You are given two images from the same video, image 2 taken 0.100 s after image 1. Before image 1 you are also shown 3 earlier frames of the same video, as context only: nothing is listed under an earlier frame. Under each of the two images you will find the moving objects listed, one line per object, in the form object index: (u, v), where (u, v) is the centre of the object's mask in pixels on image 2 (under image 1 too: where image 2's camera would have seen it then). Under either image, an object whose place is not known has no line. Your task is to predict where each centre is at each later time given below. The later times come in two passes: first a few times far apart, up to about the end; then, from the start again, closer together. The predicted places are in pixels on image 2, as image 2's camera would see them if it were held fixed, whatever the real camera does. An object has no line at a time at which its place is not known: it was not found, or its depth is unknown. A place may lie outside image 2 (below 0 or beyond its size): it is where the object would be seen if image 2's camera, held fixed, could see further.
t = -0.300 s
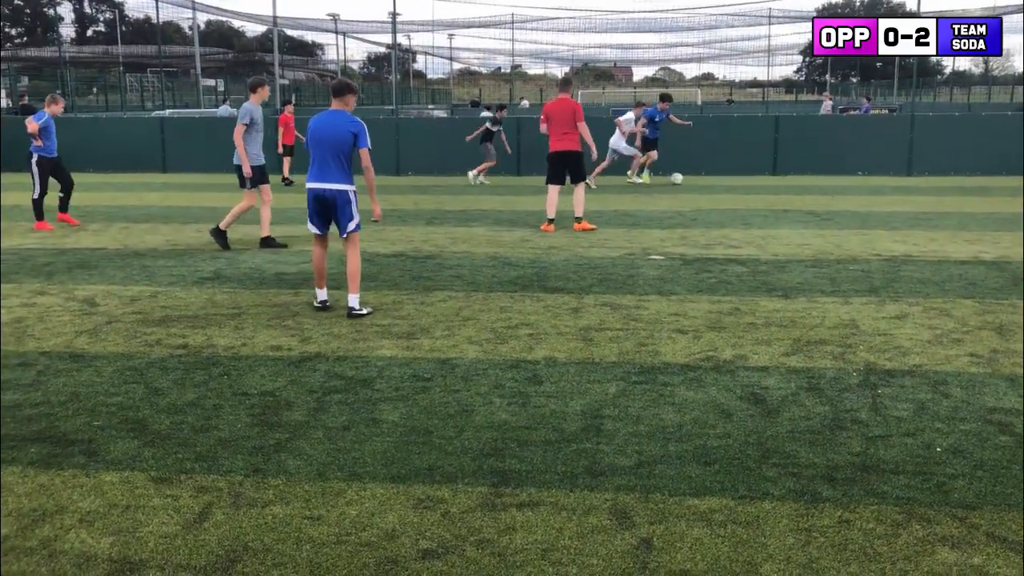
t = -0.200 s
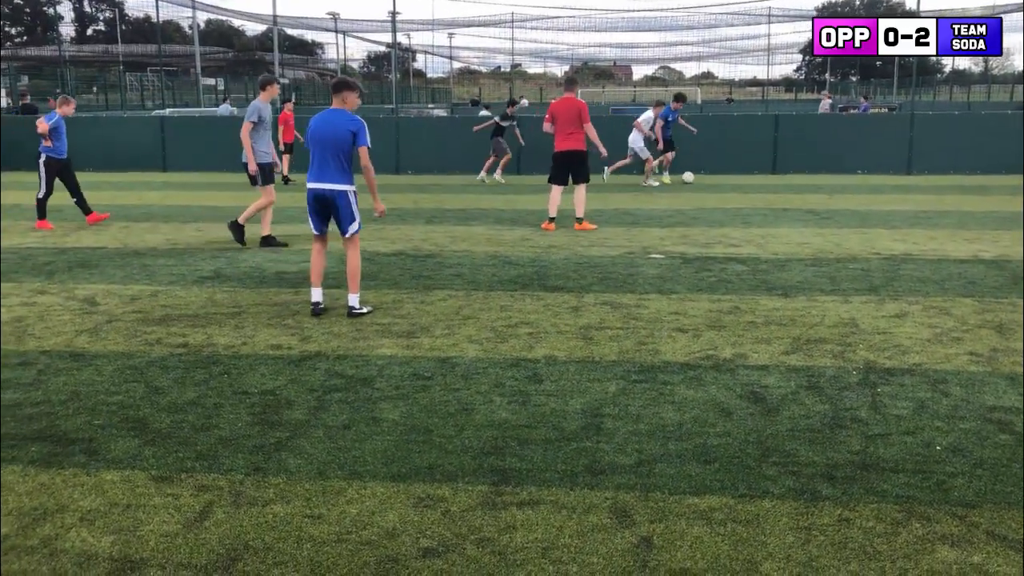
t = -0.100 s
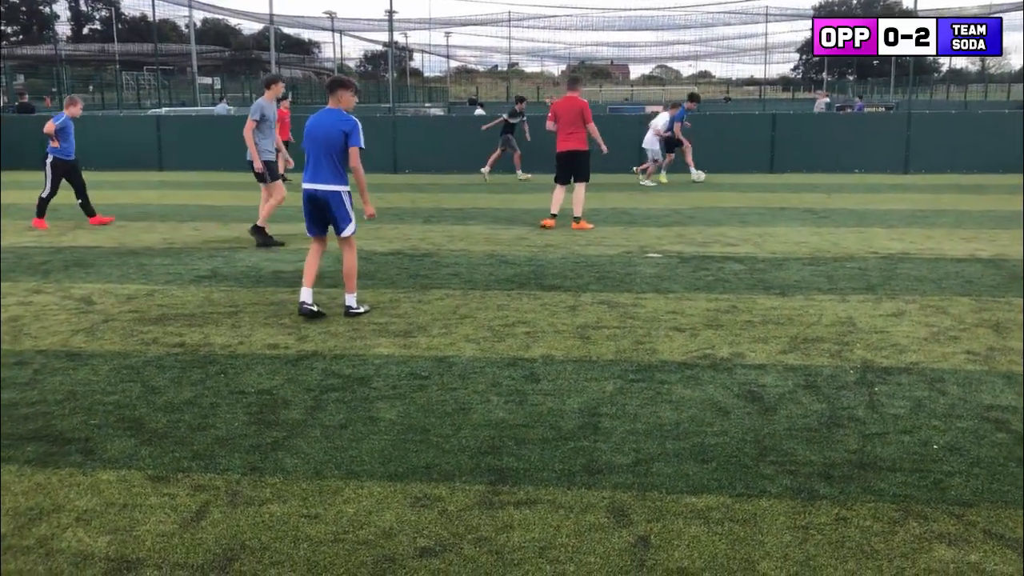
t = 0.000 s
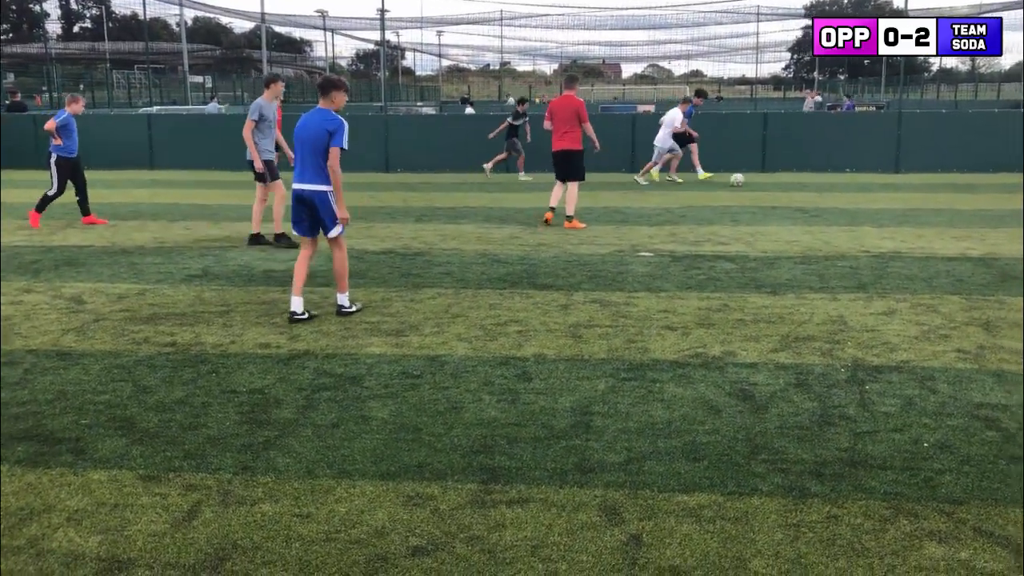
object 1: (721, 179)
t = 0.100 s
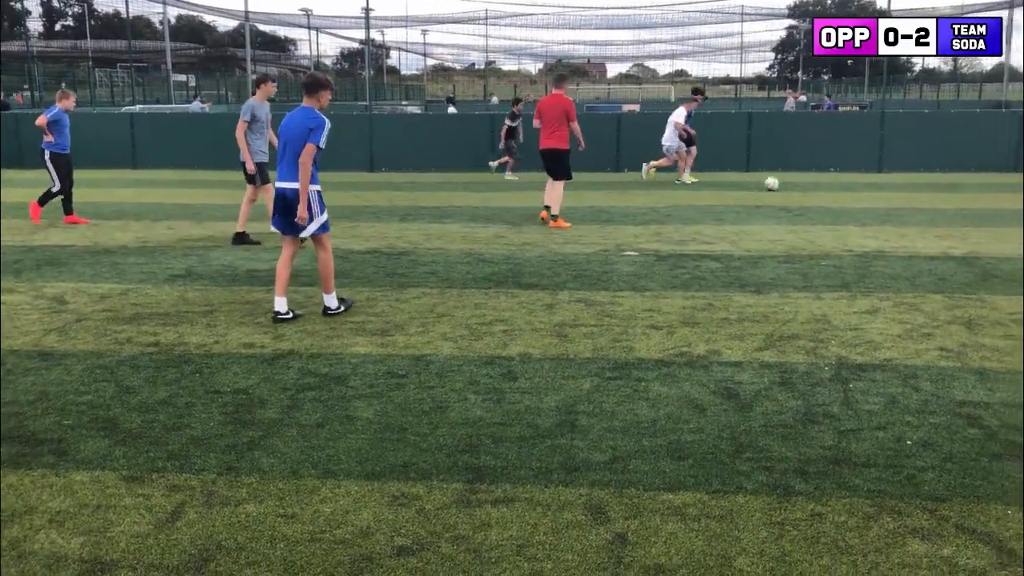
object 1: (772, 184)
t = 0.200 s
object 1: (823, 190)
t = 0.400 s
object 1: (934, 201)
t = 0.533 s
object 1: (1014, 211)
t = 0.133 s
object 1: (788, 186)
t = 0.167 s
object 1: (806, 188)
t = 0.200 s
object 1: (823, 190)
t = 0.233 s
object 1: (841, 191)
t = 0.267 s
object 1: (859, 193)
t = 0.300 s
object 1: (878, 196)
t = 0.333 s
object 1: (897, 197)
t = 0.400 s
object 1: (934, 201)
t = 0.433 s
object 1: (954, 204)
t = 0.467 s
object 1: (974, 206)
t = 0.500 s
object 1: (994, 208)
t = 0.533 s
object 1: (1014, 211)
